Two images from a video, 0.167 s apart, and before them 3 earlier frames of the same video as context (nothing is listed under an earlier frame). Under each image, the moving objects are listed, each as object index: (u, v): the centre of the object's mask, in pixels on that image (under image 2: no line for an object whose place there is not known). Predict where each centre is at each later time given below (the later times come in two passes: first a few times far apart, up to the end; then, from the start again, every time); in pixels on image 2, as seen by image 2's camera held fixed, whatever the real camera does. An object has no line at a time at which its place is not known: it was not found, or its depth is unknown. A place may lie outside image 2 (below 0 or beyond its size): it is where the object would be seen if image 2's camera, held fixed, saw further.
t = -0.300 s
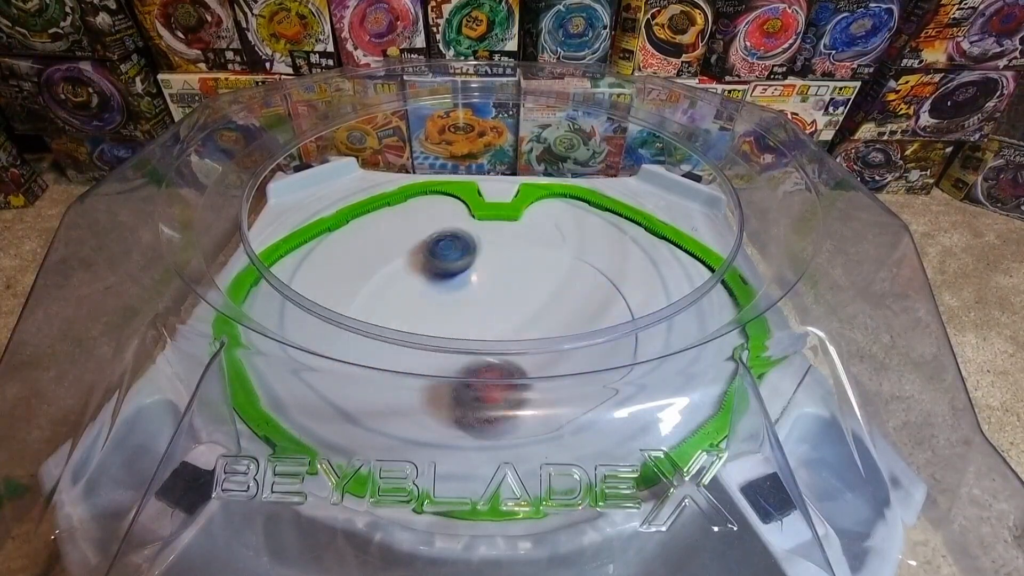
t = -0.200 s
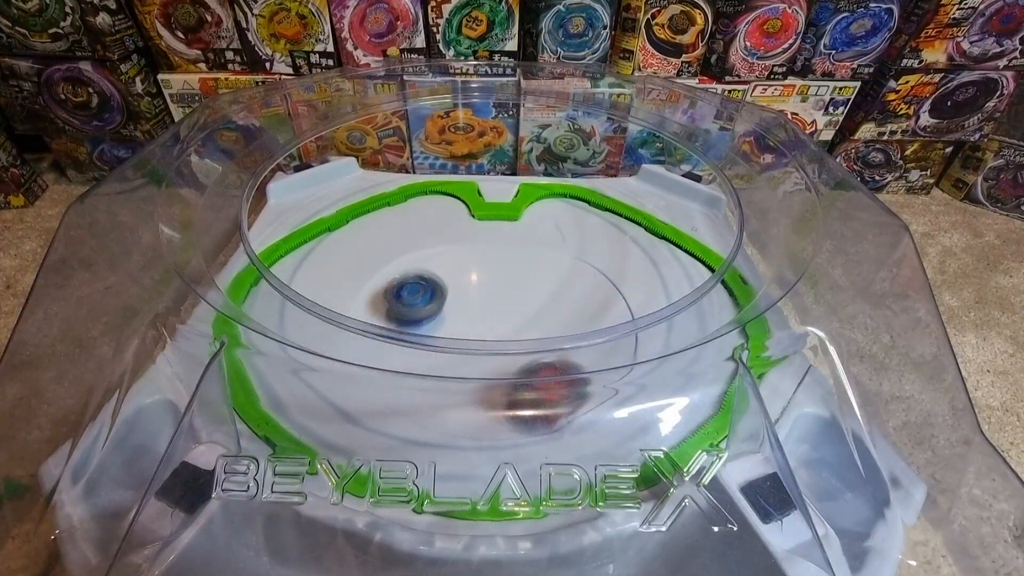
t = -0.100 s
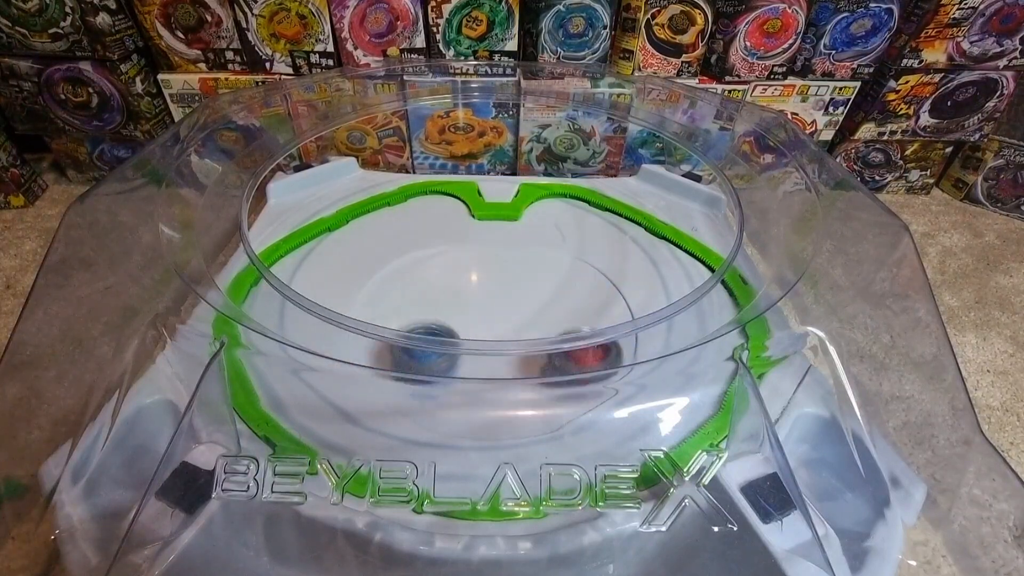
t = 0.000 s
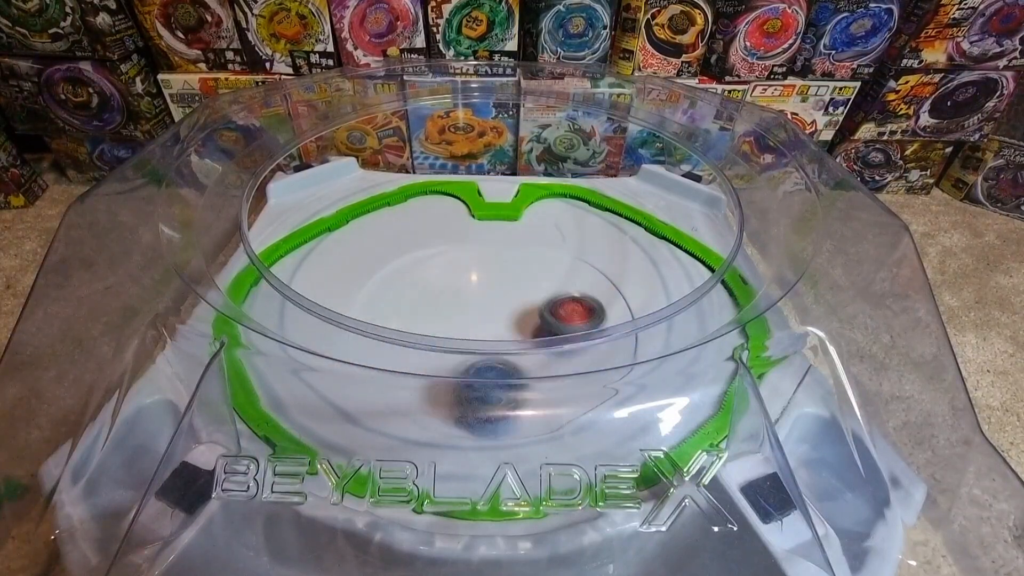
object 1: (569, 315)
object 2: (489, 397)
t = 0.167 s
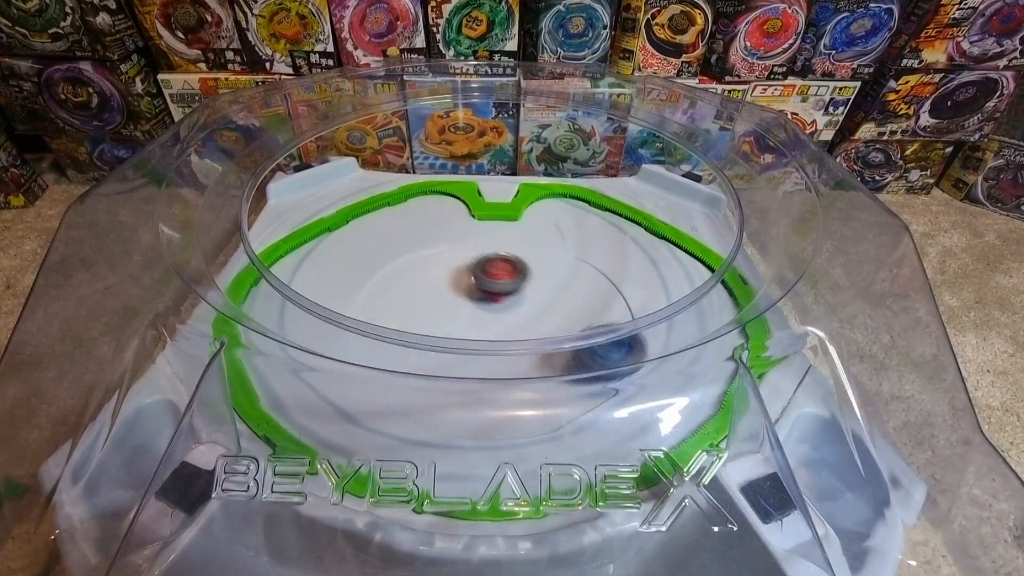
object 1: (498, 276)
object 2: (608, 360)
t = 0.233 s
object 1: (464, 268)
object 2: (612, 311)
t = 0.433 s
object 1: (368, 274)
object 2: (513, 256)
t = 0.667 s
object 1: (415, 343)
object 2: (367, 287)
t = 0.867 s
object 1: (533, 317)
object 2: (416, 377)
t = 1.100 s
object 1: (560, 243)
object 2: (580, 314)
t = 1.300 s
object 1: (487, 227)
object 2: (552, 234)
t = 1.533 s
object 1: (401, 288)
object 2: (493, 239)
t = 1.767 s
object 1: (444, 379)
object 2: (498, 326)
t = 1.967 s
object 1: (535, 396)
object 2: (617, 357)
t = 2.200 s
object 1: (550, 326)
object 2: (608, 268)
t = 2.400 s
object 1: (450, 311)
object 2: (511, 229)
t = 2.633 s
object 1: (360, 318)
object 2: (391, 269)
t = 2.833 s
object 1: (416, 377)
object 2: (429, 317)
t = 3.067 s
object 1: (530, 355)
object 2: (548, 280)
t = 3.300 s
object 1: (530, 270)
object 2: (550, 219)
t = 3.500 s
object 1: (459, 247)
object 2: (530, 218)
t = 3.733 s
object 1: (411, 301)
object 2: (491, 274)
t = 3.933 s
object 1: (430, 366)
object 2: (536, 338)
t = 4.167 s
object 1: (532, 379)
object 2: (608, 349)
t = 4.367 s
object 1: (448, 337)
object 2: (585, 291)
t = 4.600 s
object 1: (379, 300)
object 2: (487, 294)
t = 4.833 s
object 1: (368, 284)
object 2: (411, 348)
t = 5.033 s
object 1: (435, 285)
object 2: (455, 370)
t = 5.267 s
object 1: (521, 260)
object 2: (507, 306)
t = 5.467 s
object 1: (562, 225)
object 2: (482, 281)
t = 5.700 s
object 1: (613, 226)
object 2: (459, 291)
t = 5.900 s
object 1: (643, 245)
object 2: (480, 314)
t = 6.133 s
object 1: (655, 284)
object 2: (529, 314)
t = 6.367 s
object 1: (648, 345)
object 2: (527, 296)
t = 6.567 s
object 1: (620, 357)
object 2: (489, 297)
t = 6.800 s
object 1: (536, 324)
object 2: (449, 311)
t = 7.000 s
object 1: (552, 323)
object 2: (377, 269)
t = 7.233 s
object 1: (481, 317)
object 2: (409, 282)
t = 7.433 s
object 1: (484, 341)
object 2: (433, 286)
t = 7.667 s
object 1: (523, 319)
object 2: (451, 291)
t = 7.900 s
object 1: (552, 301)
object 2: (457, 279)
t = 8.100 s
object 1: (544, 294)
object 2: (483, 303)
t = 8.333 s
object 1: (558, 300)
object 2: (468, 327)
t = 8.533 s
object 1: (524, 318)
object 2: (458, 332)
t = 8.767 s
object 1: (543, 369)
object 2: (446, 293)
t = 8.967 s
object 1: (549, 364)
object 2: (470, 282)
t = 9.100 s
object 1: (524, 327)
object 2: (478, 289)
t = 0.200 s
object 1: (480, 272)
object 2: (612, 342)
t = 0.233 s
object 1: (464, 268)
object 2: (612, 311)
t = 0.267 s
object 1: (447, 266)
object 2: (607, 303)
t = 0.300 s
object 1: (430, 264)
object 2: (594, 289)
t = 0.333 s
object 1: (413, 264)
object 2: (577, 278)
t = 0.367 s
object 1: (398, 266)
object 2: (557, 268)
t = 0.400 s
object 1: (383, 270)
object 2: (537, 261)
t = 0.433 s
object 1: (368, 274)
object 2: (513, 256)
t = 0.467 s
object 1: (358, 281)
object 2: (490, 253)
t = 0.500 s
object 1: (358, 292)
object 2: (466, 253)
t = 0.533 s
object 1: (361, 301)
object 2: (443, 255)
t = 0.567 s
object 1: (365, 316)
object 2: (421, 259)
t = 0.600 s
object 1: (378, 327)
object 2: (401, 266)
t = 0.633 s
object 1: (395, 336)
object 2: (383, 276)
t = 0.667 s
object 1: (415, 343)
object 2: (367, 287)
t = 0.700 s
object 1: (439, 346)
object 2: (359, 298)
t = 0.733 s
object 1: (461, 346)
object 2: (354, 314)
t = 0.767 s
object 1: (482, 340)
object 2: (360, 335)
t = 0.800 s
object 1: (503, 326)
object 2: (369, 355)
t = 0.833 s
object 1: (520, 322)
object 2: (390, 369)
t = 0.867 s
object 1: (533, 317)
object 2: (416, 377)
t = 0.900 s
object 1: (546, 309)
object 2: (445, 382)
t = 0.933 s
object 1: (555, 298)
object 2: (476, 383)
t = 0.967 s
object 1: (560, 287)
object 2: (505, 380)
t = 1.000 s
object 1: (564, 276)
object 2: (536, 366)
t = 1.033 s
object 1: (565, 264)
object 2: (555, 353)
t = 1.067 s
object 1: (564, 253)
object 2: (570, 334)
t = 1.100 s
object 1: (560, 243)
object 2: (580, 314)
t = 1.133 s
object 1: (552, 235)
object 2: (586, 302)
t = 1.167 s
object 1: (541, 229)
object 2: (585, 285)
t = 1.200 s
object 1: (530, 224)
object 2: (581, 269)
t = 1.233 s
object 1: (519, 221)
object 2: (573, 254)
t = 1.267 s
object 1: (507, 222)
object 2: (561, 241)
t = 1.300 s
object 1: (487, 227)
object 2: (552, 234)
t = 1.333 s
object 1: (466, 230)
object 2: (546, 228)
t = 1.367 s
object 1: (448, 236)
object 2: (539, 223)
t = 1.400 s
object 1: (434, 243)
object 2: (532, 222)
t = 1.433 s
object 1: (423, 253)
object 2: (525, 223)
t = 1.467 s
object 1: (413, 264)
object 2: (514, 227)
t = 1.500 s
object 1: (406, 276)
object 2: (504, 231)
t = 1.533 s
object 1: (401, 288)
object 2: (493, 239)
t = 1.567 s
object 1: (400, 300)
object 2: (482, 249)
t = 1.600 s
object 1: (402, 311)
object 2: (474, 262)
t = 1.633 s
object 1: (404, 327)
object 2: (471, 278)
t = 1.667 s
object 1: (410, 340)
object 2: (471, 293)
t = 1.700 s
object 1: (418, 353)
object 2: (475, 307)
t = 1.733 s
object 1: (428, 373)
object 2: (484, 319)
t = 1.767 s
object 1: (444, 379)
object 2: (498, 326)
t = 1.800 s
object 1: (457, 387)
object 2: (515, 346)
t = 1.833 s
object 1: (468, 397)
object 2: (535, 354)
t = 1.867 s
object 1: (483, 405)
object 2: (560, 366)
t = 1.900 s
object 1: (501, 408)
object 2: (584, 363)
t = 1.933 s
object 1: (519, 401)
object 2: (602, 361)
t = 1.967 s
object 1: (535, 396)
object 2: (617, 357)
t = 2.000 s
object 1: (552, 390)
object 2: (619, 343)
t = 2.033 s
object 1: (569, 381)
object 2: (620, 324)
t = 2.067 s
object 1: (583, 367)
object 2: (621, 318)
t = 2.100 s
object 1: (583, 364)
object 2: (615, 308)
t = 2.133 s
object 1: (573, 356)
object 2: (619, 295)
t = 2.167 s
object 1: (561, 329)
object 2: (615, 280)
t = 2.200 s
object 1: (550, 326)
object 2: (608, 268)
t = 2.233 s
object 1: (535, 324)
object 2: (598, 257)
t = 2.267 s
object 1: (518, 322)
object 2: (582, 249)
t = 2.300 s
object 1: (501, 319)
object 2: (566, 241)
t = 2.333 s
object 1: (483, 316)
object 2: (548, 235)
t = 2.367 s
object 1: (465, 314)
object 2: (531, 231)
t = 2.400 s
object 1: (450, 311)
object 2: (511, 229)
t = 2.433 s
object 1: (434, 309)
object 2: (492, 229)
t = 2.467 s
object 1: (420, 307)
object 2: (472, 231)
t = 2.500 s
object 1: (405, 307)
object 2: (454, 235)
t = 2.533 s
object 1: (392, 307)
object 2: (435, 240)
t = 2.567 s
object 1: (379, 309)
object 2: (419, 248)
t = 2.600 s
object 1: (367, 315)
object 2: (403, 258)
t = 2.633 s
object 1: (360, 318)
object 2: (391, 269)
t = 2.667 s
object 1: (354, 325)
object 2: (383, 279)
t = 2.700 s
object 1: (355, 337)
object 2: (384, 285)
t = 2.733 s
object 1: (361, 354)
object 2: (388, 295)
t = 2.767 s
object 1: (378, 366)
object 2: (397, 304)
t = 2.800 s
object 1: (398, 373)
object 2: (410, 311)
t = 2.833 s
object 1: (416, 377)
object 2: (429, 317)
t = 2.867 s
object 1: (434, 378)
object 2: (449, 321)
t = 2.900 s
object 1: (454, 380)
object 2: (472, 320)
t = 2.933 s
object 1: (472, 381)
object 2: (492, 317)
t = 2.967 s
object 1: (490, 379)
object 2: (510, 311)
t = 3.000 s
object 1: (507, 372)
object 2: (524, 302)
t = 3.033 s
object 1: (520, 359)
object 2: (538, 291)
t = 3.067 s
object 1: (530, 355)
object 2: (548, 280)
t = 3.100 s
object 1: (536, 325)
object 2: (557, 267)
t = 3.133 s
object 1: (541, 320)
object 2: (562, 256)
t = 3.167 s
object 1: (542, 313)
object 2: (563, 246)
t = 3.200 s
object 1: (543, 301)
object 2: (563, 236)
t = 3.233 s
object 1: (540, 290)
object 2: (558, 227)
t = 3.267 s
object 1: (535, 282)
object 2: (552, 223)
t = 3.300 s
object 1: (530, 270)
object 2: (550, 219)
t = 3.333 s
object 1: (522, 262)
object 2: (546, 219)
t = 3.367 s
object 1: (513, 255)
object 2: (543, 218)
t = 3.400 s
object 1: (501, 251)
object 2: (540, 218)
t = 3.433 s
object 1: (487, 249)
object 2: (537, 215)
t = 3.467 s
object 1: (473, 247)
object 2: (535, 215)
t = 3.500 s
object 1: (459, 247)
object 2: (530, 218)
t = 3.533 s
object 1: (446, 249)
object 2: (524, 221)
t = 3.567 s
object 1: (433, 255)
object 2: (519, 225)
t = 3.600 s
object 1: (423, 261)
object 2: (512, 231)
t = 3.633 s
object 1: (415, 270)
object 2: (505, 238)
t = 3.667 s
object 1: (410, 280)
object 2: (498, 248)
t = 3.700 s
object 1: (408, 290)
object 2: (494, 261)
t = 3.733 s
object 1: (411, 301)
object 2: (491, 274)
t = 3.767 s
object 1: (417, 309)
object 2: (490, 288)
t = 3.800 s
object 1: (427, 316)
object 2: (491, 300)
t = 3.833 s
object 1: (433, 328)
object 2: (497, 313)
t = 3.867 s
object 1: (430, 338)
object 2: (513, 319)
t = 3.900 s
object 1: (429, 352)
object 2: (526, 323)
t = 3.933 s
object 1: (430, 366)
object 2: (536, 338)
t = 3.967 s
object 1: (438, 375)
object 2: (550, 353)
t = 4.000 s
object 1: (450, 378)
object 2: (565, 358)
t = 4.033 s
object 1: (464, 383)
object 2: (580, 366)
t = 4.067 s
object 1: (480, 385)
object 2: (597, 364)
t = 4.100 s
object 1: (499, 385)
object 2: (608, 362)
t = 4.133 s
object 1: (518, 382)
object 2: (609, 360)
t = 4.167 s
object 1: (532, 379)
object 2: (608, 349)
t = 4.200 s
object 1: (519, 378)
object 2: (624, 339)
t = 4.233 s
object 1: (506, 367)
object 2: (633, 321)
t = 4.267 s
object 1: (491, 358)
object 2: (624, 305)
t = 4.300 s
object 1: (476, 351)
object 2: (611, 303)
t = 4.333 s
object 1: (462, 345)
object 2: (598, 297)
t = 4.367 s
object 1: (448, 337)
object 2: (585, 291)
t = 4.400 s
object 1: (437, 330)
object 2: (572, 285)
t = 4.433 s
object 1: (428, 320)
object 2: (557, 282)
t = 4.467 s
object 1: (417, 316)
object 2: (542, 280)
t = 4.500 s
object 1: (407, 312)
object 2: (527, 281)
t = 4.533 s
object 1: (397, 308)
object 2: (513, 284)
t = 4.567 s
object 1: (387, 304)
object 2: (501, 288)
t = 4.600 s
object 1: (379, 300)
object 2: (487, 294)
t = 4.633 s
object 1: (371, 297)
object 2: (475, 299)
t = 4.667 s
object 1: (366, 292)
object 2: (461, 305)
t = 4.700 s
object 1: (362, 289)
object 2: (448, 311)
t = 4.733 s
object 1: (360, 287)
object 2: (438, 315)
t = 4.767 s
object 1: (361, 285)
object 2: (428, 319)
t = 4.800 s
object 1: (364, 284)
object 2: (418, 331)
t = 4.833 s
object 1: (368, 284)
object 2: (411, 348)
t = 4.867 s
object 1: (375, 283)
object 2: (410, 352)
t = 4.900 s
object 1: (384, 284)
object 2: (410, 364)
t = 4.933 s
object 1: (395, 285)
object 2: (417, 366)
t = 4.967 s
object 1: (408, 286)
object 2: (429, 369)
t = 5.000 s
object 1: (422, 286)
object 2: (441, 369)
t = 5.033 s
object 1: (435, 285)
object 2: (455, 370)
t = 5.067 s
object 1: (449, 283)
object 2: (471, 366)
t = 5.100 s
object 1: (462, 281)
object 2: (481, 356)
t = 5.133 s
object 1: (475, 277)
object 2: (490, 341)
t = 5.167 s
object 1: (486, 274)
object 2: (498, 326)
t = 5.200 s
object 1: (498, 270)
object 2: (503, 321)
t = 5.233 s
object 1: (509, 265)
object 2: (506, 315)
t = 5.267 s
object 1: (521, 260)
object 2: (507, 306)
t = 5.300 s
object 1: (533, 252)
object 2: (507, 300)
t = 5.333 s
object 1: (541, 245)
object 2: (503, 293)
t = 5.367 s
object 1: (548, 239)
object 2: (499, 290)
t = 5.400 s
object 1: (554, 233)
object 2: (493, 285)
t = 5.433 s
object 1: (558, 228)
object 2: (488, 282)
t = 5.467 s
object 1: (562, 225)
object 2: (482, 281)
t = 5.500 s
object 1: (566, 223)
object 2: (477, 279)
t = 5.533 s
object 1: (572, 222)
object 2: (472, 280)
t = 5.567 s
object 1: (579, 221)
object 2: (468, 280)
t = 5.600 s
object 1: (588, 221)
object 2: (464, 283)
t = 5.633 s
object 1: (596, 222)
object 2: (461, 286)
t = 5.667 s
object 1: (605, 224)
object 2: (460, 289)
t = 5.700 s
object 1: (613, 226)
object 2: (459, 291)
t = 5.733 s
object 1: (620, 228)
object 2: (459, 297)
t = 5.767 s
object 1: (626, 231)
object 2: (461, 300)
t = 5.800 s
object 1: (631, 233)
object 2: (464, 304)
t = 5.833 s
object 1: (635, 238)
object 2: (469, 308)
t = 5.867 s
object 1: (639, 241)
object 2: (474, 312)
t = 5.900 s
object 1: (643, 245)
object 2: (480, 314)
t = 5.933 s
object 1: (646, 249)
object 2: (488, 316)
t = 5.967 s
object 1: (648, 254)
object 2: (495, 317)
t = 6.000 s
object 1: (651, 260)
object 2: (501, 317)
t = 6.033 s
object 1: (653, 266)
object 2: (509, 317)
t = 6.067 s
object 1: (655, 271)
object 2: (517, 317)
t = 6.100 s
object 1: (655, 278)
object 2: (522, 316)
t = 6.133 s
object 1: (655, 284)
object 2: (529, 314)
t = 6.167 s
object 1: (653, 289)
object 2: (533, 312)
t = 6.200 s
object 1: (651, 293)
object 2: (533, 309)
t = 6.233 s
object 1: (654, 301)
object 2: (534, 307)
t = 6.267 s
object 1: (656, 310)
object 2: (534, 302)
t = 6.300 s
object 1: (654, 313)
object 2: (534, 300)
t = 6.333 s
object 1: (655, 328)
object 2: (530, 297)
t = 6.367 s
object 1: (648, 345)
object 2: (527, 296)
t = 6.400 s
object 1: (646, 348)
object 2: (522, 294)
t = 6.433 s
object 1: (643, 350)
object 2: (514, 295)
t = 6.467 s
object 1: (639, 352)
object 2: (509, 294)
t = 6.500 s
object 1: (634, 354)
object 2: (503, 295)
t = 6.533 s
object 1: (629, 355)
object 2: (497, 295)
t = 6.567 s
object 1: (620, 357)
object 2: (489, 297)
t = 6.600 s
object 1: (613, 354)
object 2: (484, 298)
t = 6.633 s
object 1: (601, 346)
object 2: (478, 300)
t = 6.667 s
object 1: (585, 332)
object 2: (473, 303)
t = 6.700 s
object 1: (568, 329)
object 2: (469, 307)
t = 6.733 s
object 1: (552, 323)
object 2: (466, 310)
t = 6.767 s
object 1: (536, 323)
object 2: (465, 313)
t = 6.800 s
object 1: (536, 324)
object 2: (449, 311)
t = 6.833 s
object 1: (548, 325)
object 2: (424, 301)
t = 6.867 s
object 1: (557, 333)
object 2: (402, 295)
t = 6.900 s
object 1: (560, 334)
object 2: (387, 284)
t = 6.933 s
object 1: (559, 332)
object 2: (376, 277)
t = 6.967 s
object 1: (556, 324)
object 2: (374, 272)
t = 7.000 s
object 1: (552, 323)
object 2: (377, 269)
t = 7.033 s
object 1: (546, 322)
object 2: (379, 266)
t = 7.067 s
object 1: (537, 321)
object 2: (383, 265)
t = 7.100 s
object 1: (527, 320)
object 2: (385, 266)
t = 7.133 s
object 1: (516, 319)
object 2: (388, 267)
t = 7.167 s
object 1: (504, 318)
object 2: (394, 271)
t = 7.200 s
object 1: (492, 317)
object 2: (401, 275)
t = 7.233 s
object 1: (481, 317)
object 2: (409, 282)
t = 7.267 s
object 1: (471, 316)
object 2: (419, 289)
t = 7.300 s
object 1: (469, 320)
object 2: (422, 287)
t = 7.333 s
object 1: (470, 323)
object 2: (423, 281)
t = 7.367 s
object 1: (471, 335)
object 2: (428, 285)
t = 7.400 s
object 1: (476, 341)
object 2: (432, 286)
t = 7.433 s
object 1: (484, 341)
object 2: (433, 286)
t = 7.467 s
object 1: (495, 356)
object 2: (435, 287)
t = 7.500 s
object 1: (502, 357)
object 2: (438, 286)
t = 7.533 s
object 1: (511, 341)
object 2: (441, 288)
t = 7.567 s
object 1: (516, 341)
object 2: (443, 289)
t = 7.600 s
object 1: (521, 333)
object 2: (446, 290)
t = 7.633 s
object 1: (525, 322)
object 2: (448, 291)
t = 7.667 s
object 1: (523, 319)
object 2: (451, 291)
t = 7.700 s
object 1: (518, 315)
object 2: (456, 290)
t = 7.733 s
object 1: (518, 310)
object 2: (458, 289)
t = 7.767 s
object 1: (527, 310)
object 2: (449, 283)
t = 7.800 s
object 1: (536, 310)
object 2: (447, 280)
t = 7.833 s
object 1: (544, 306)
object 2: (449, 277)
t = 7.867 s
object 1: (548, 304)
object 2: (452, 277)
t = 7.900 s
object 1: (552, 301)
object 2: (457, 279)
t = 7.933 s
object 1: (552, 298)
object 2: (464, 284)
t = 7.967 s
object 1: (550, 296)
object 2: (469, 285)
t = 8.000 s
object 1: (547, 294)
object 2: (475, 288)
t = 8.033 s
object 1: (544, 292)
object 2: (481, 297)
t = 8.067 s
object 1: (545, 292)
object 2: (482, 299)
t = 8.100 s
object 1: (544, 294)
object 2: (483, 303)
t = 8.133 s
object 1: (550, 294)
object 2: (480, 308)
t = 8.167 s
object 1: (555, 295)
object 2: (475, 312)
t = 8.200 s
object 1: (558, 296)
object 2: (475, 316)
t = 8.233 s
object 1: (560, 296)
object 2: (471, 320)
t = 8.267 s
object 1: (560, 297)
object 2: (471, 323)
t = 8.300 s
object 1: (559, 299)
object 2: (470, 325)
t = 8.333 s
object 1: (558, 300)
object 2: (468, 327)
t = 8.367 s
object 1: (555, 302)
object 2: (466, 335)
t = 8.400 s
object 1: (551, 304)
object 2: (464, 336)
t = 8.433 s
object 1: (545, 307)
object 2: (462, 336)
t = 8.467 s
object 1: (538, 310)
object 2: (461, 335)
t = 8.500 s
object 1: (530, 315)
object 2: (457, 334)
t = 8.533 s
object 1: (524, 318)
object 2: (458, 332)
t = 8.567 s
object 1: (518, 320)
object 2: (463, 331)
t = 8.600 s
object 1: (515, 323)
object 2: (462, 328)
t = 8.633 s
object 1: (519, 341)
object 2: (450, 320)
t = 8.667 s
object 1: (527, 356)
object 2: (446, 314)
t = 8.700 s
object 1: (533, 366)
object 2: (443, 306)
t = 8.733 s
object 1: (538, 366)
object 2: (444, 299)
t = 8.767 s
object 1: (543, 369)
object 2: (446, 293)
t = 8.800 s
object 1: (548, 370)
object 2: (446, 286)
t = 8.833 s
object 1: (551, 370)
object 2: (449, 282)
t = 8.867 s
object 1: (555, 369)
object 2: (453, 280)
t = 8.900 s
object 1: (552, 371)
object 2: (458, 280)
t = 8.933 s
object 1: (552, 369)
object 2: (463, 280)
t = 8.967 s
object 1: (549, 364)
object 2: (470, 282)
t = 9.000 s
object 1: (540, 357)
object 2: (474, 283)
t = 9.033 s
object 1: (538, 339)
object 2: (476, 284)
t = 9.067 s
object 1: (530, 336)
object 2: (477, 287)
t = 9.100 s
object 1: (524, 327)
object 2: (478, 289)
